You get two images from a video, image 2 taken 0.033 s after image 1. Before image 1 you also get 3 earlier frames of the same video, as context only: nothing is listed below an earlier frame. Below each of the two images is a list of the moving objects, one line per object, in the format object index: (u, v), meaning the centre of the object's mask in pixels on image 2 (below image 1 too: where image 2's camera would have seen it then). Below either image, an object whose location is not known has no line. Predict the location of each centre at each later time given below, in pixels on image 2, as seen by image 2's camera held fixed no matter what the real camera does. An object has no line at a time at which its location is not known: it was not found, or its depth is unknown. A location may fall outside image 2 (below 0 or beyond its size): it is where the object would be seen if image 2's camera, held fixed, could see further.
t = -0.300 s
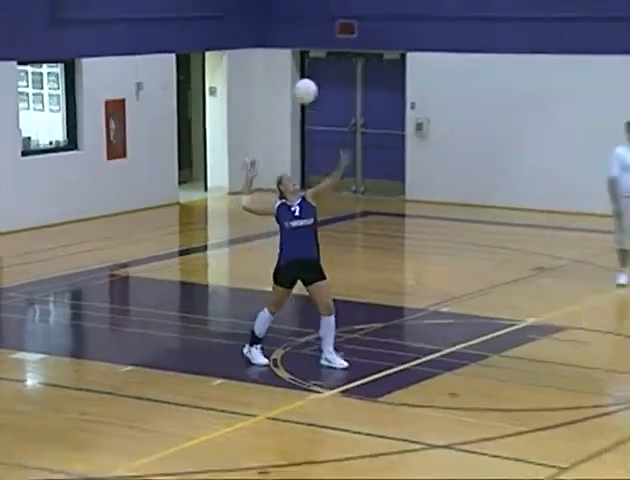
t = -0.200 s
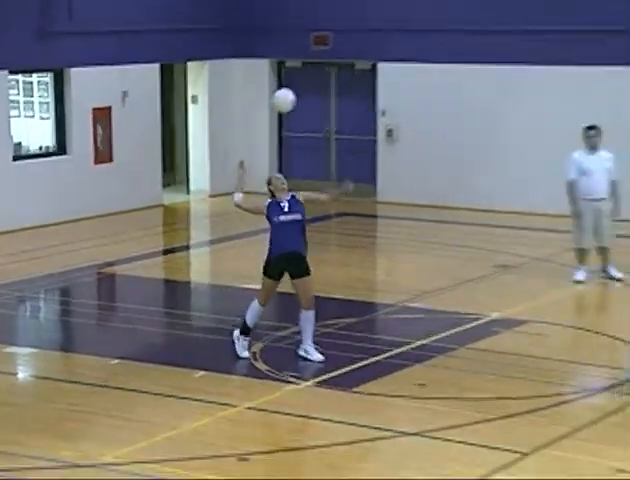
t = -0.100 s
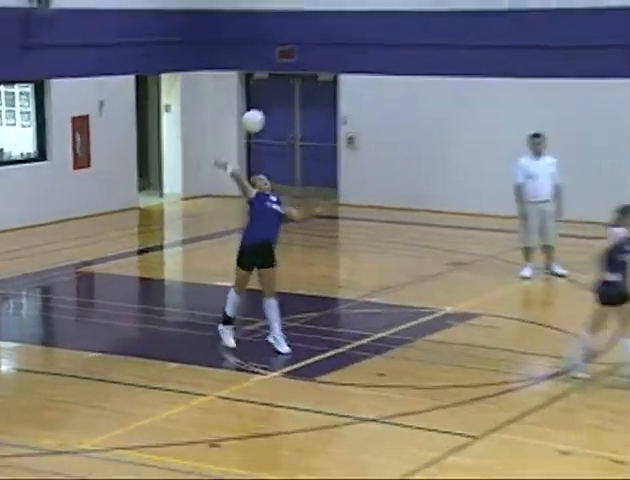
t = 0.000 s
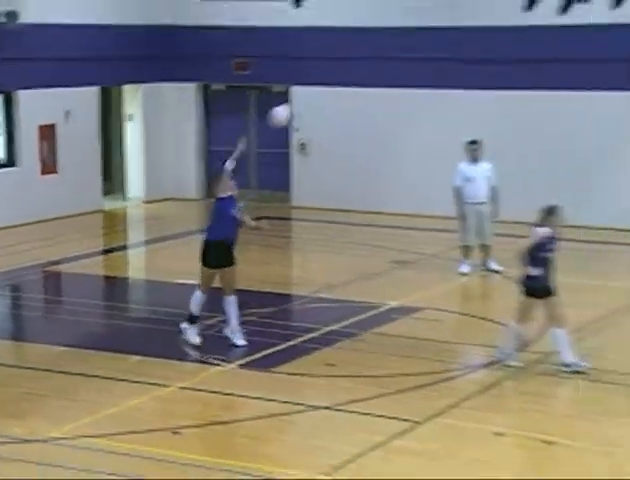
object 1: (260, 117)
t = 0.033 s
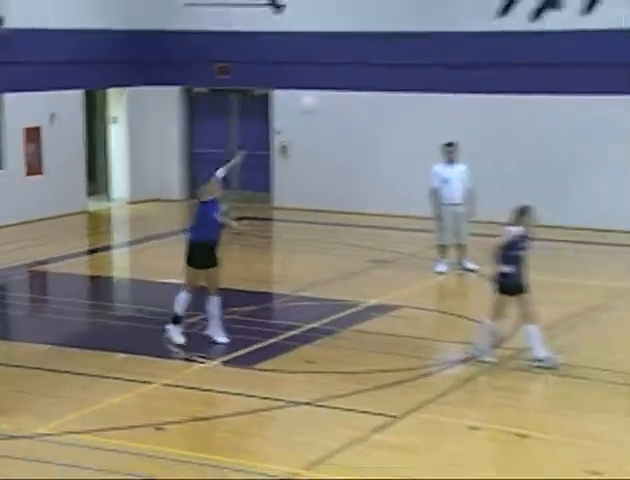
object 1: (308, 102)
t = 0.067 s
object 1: (353, 90)
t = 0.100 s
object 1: (396, 84)
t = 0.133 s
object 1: (441, 75)
